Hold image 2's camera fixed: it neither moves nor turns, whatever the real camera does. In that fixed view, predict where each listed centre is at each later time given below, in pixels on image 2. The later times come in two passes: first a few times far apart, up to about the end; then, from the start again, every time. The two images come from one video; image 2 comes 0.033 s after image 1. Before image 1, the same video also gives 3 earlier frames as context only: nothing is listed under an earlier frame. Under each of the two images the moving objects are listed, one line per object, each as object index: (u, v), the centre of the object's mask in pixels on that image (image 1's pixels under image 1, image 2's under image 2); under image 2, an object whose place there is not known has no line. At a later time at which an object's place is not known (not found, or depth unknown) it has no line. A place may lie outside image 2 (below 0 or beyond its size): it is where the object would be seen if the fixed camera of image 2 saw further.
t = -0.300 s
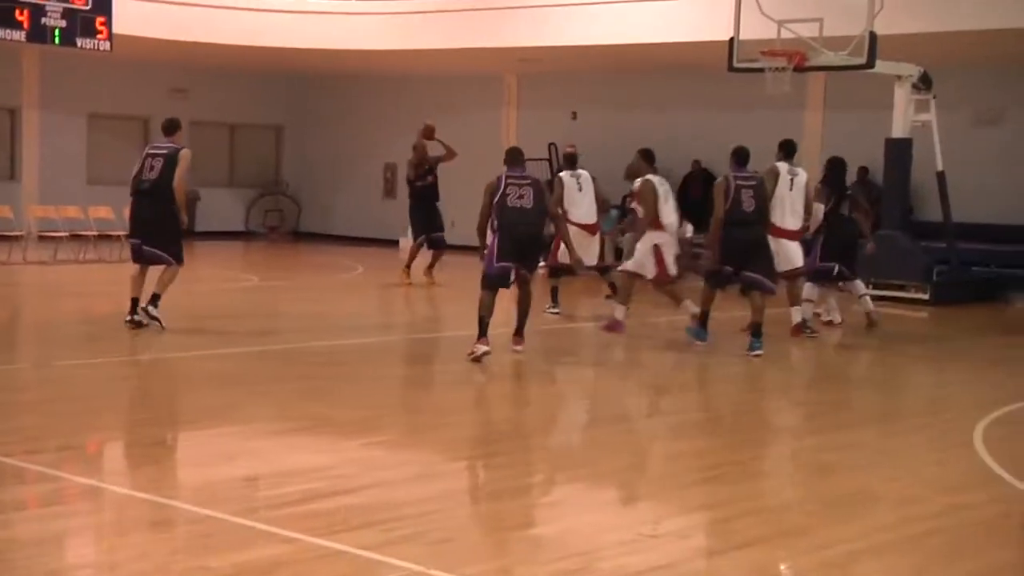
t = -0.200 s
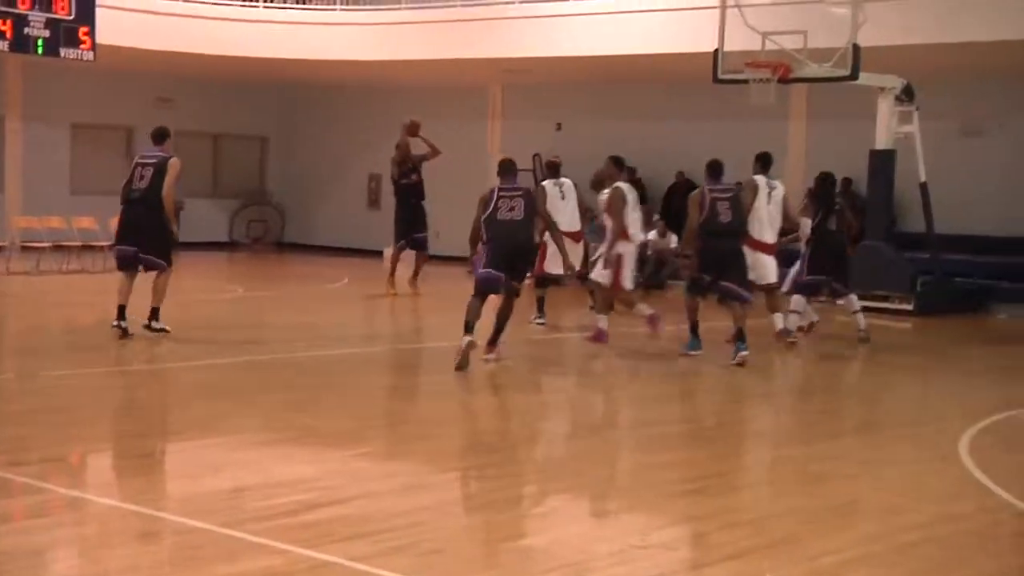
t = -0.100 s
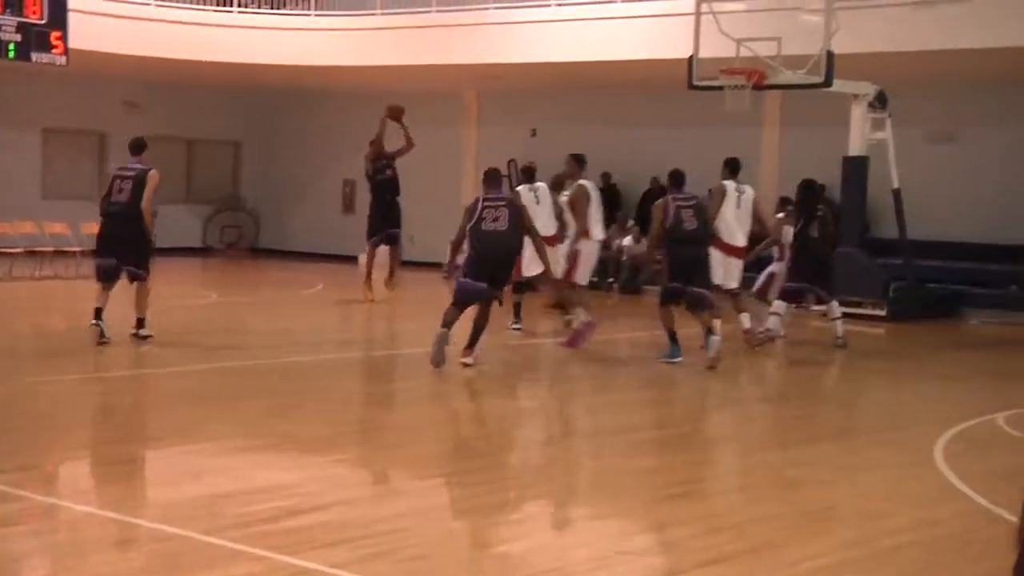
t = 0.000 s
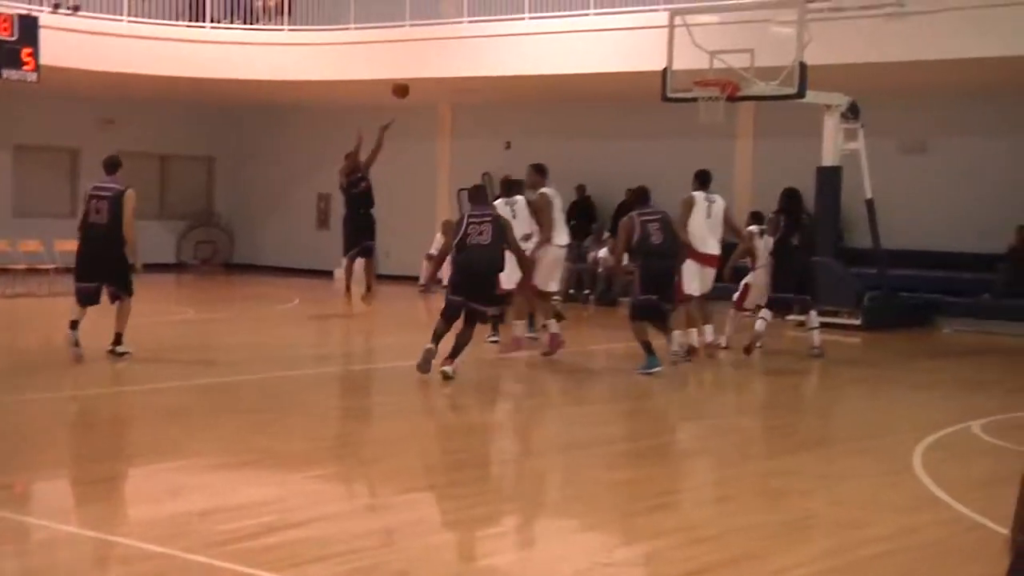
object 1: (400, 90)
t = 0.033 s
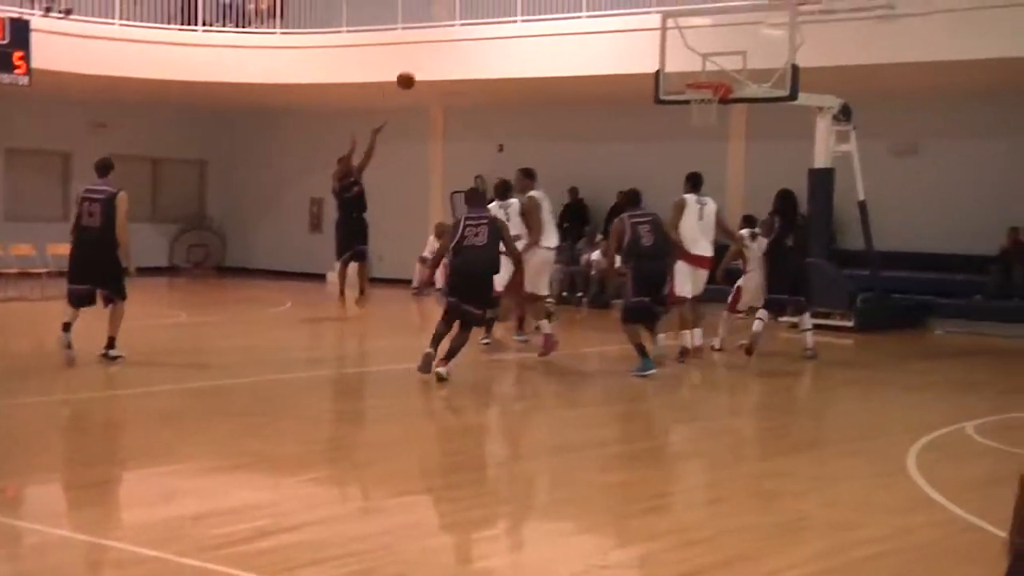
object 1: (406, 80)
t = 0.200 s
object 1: (468, 36)
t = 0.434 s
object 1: (557, 13)
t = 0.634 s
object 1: (634, 23)
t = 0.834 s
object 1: (710, 69)
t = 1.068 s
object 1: (742, 35)
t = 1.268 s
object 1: (763, 35)
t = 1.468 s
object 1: (763, 52)
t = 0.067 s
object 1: (418, 70)
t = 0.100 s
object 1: (430, 60)
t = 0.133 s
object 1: (443, 51)
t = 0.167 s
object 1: (455, 43)
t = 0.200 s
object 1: (468, 36)
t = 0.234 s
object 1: (481, 30)
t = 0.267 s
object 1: (493, 24)
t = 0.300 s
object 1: (506, 20)
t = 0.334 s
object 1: (518, 17)
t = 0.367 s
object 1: (531, 14)
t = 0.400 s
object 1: (545, 14)
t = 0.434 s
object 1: (557, 13)
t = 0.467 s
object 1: (570, 10)
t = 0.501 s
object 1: (582, 10)
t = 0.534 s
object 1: (595, 12)
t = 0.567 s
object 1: (608, 15)
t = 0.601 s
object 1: (621, 18)
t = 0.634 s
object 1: (634, 23)
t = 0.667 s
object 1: (647, 28)
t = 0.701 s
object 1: (659, 34)
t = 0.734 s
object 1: (672, 42)
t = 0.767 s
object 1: (685, 49)
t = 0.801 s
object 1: (698, 59)
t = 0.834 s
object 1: (710, 69)
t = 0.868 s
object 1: (719, 70)
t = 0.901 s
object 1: (723, 61)
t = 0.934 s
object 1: (727, 55)
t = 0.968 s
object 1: (730, 49)
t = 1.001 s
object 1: (734, 43)
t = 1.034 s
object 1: (738, 39)
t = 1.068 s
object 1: (742, 35)
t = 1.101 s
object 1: (745, 33)
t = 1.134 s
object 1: (749, 31)
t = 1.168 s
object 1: (752, 31)
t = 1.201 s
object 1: (756, 31)
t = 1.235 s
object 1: (759, 33)
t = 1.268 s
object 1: (763, 35)
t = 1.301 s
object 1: (765, 37)
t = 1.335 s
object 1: (765, 38)
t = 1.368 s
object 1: (765, 40)
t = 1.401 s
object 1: (764, 43)
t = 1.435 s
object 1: (764, 47)
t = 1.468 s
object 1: (763, 52)
